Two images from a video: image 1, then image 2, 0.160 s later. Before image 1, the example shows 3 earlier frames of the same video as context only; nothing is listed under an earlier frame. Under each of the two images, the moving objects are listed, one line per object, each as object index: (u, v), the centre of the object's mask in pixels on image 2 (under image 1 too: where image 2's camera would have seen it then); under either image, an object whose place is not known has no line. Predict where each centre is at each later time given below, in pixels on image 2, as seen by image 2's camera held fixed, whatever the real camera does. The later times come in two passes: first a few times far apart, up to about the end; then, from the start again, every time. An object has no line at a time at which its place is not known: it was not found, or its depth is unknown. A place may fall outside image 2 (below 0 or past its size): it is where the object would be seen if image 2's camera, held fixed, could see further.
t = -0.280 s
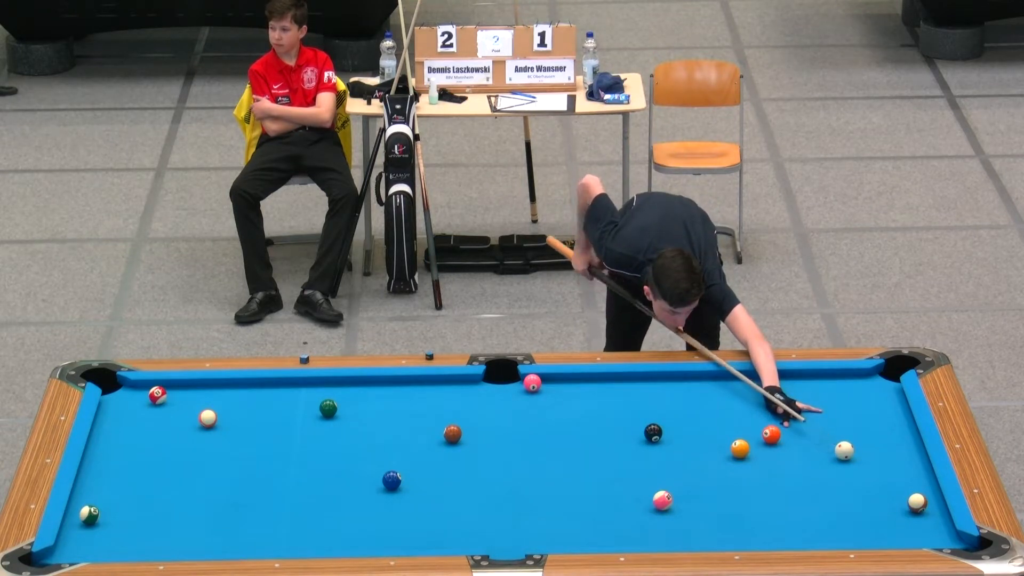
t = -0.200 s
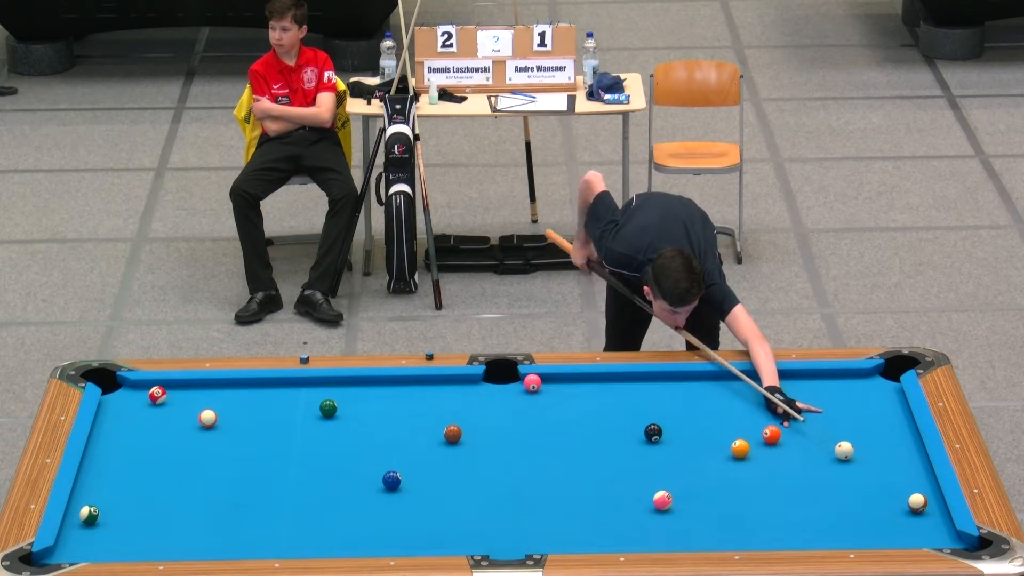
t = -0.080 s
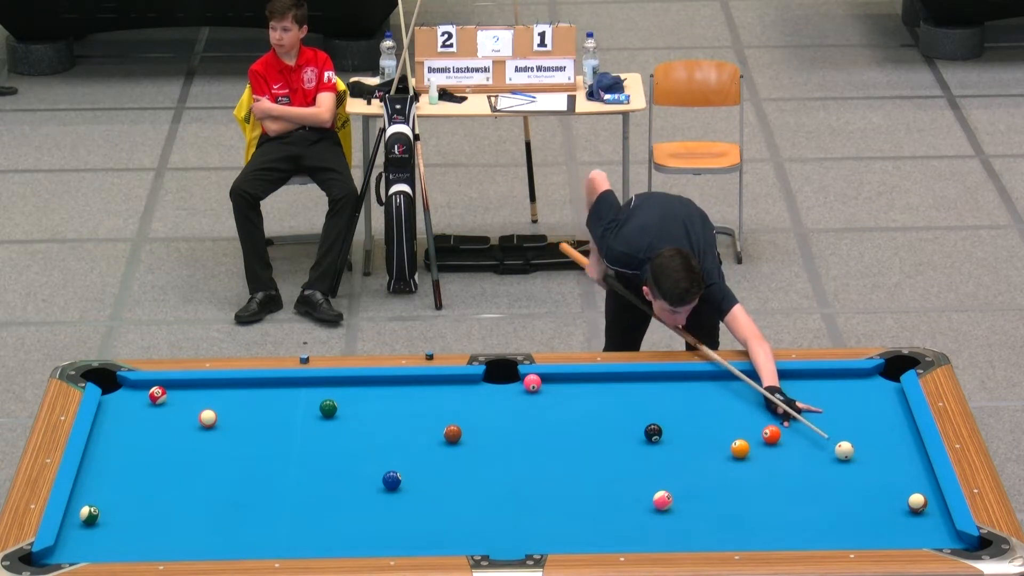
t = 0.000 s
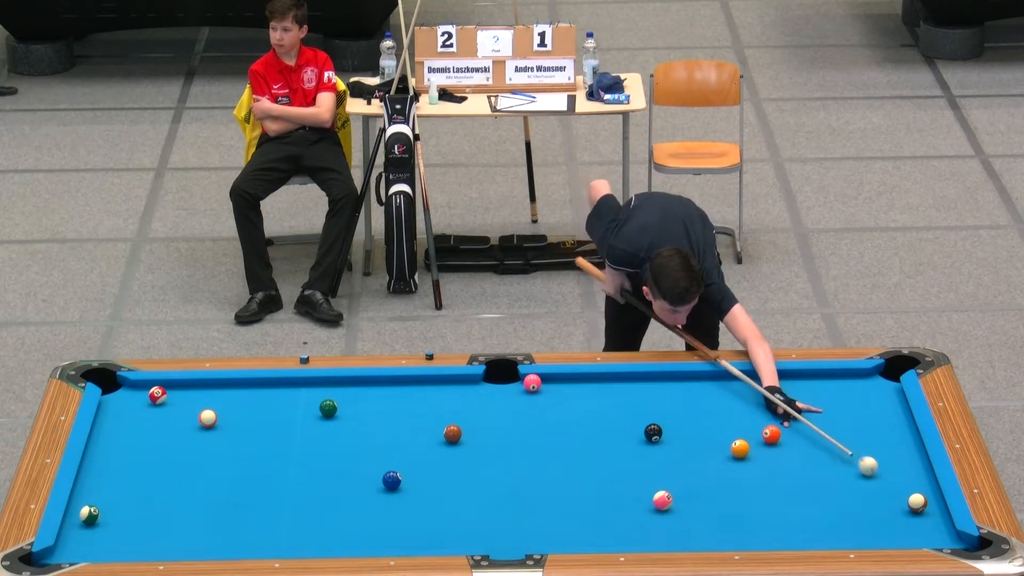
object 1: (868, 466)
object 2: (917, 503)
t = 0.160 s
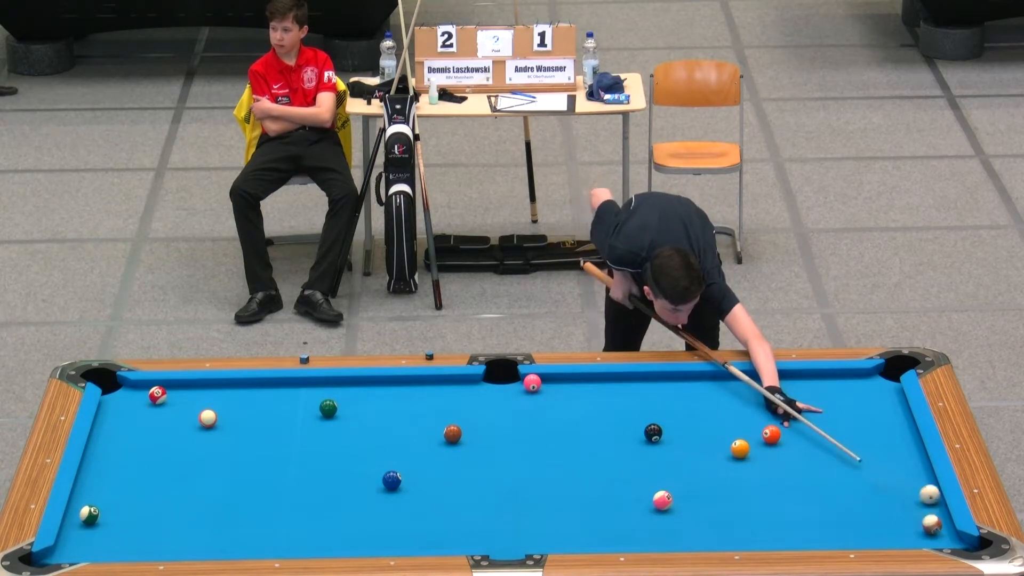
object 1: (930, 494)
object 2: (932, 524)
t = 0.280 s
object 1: (918, 493)
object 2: (967, 543)
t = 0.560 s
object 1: (886, 491)
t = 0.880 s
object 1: (853, 488)
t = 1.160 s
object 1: (827, 485)
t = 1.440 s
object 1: (804, 483)
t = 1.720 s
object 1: (783, 481)
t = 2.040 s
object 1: (762, 479)
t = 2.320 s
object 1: (747, 477)
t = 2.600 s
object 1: (733, 476)
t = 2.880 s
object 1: (723, 474)
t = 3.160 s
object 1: (714, 474)
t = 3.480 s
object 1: (707, 473)
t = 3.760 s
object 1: (704, 472)
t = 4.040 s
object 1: (703, 472)
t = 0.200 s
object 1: (929, 494)
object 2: (940, 535)
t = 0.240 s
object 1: (923, 494)
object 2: (951, 541)
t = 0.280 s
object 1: (918, 493)
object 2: (967, 543)
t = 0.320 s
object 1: (913, 493)
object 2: (978, 547)
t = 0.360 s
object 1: (909, 492)
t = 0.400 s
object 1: (904, 492)
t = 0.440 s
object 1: (900, 492)
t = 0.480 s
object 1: (895, 491)
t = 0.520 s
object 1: (891, 491)
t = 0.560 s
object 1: (886, 491)
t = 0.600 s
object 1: (882, 490)
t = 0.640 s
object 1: (878, 490)
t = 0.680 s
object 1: (873, 490)
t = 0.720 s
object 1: (870, 489)
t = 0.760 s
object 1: (865, 489)
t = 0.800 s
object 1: (861, 488)
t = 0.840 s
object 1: (857, 488)
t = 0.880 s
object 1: (853, 488)
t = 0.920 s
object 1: (850, 487)
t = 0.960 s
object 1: (845, 487)
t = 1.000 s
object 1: (842, 487)
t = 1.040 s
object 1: (838, 486)
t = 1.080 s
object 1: (834, 486)
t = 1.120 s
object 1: (831, 486)
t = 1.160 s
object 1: (827, 485)
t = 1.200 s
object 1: (824, 485)
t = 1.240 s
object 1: (820, 485)
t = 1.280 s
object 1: (817, 484)
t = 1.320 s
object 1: (813, 484)
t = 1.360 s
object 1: (810, 484)
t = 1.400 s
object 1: (807, 483)
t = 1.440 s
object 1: (804, 483)
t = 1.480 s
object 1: (801, 483)
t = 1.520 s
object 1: (798, 482)
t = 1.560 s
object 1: (794, 482)
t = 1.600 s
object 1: (791, 482)
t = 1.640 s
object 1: (788, 481)
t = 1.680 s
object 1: (786, 481)
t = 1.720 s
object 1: (783, 481)
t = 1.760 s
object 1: (780, 481)
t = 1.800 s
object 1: (777, 480)
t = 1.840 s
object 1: (775, 480)
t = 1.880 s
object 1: (772, 480)
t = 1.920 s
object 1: (769, 480)
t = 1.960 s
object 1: (767, 479)
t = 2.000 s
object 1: (764, 479)
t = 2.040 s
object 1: (762, 479)
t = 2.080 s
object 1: (760, 479)
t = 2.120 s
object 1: (757, 479)
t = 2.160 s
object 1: (755, 478)
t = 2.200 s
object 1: (753, 478)
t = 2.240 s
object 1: (751, 478)
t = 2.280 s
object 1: (749, 477)
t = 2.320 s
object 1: (747, 477)
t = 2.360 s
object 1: (745, 477)
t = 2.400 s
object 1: (743, 477)
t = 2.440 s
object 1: (741, 477)
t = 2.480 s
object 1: (739, 476)
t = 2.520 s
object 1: (737, 476)
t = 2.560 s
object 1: (735, 476)
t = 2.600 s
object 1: (733, 476)
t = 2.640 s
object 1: (732, 475)
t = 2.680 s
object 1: (730, 475)
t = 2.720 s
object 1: (729, 475)
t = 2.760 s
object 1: (727, 475)
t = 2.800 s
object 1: (725, 475)
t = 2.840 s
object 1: (724, 475)
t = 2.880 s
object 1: (723, 474)
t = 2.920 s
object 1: (721, 474)
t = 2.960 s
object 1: (720, 474)
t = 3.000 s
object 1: (719, 474)
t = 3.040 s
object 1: (718, 474)
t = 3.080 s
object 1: (716, 474)
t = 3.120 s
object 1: (715, 474)
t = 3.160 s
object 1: (714, 474)
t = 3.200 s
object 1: (713, 474)
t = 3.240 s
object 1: (712, 473)
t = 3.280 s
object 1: (711, 473)
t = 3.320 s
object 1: (710, 473)
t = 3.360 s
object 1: (710, 473)
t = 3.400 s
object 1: (709, 473)
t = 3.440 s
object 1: (708, 473)
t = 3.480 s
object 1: (707, 473)
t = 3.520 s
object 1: (707, 473)
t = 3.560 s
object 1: (706, 473)
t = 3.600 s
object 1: (706, 473)
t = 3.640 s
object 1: (705, 473)
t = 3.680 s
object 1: (705, 472)
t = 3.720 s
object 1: (704, 472)
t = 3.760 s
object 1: (704, 472)
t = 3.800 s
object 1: (704, 472)
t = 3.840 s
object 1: (704, 472)
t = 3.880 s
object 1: (703, 472)
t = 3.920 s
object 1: (703, 472)
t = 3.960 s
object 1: (703, 472)
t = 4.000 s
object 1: (703, 472)
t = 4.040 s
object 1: (703, 472)
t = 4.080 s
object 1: (703, 472)
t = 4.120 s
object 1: (703, 472)
